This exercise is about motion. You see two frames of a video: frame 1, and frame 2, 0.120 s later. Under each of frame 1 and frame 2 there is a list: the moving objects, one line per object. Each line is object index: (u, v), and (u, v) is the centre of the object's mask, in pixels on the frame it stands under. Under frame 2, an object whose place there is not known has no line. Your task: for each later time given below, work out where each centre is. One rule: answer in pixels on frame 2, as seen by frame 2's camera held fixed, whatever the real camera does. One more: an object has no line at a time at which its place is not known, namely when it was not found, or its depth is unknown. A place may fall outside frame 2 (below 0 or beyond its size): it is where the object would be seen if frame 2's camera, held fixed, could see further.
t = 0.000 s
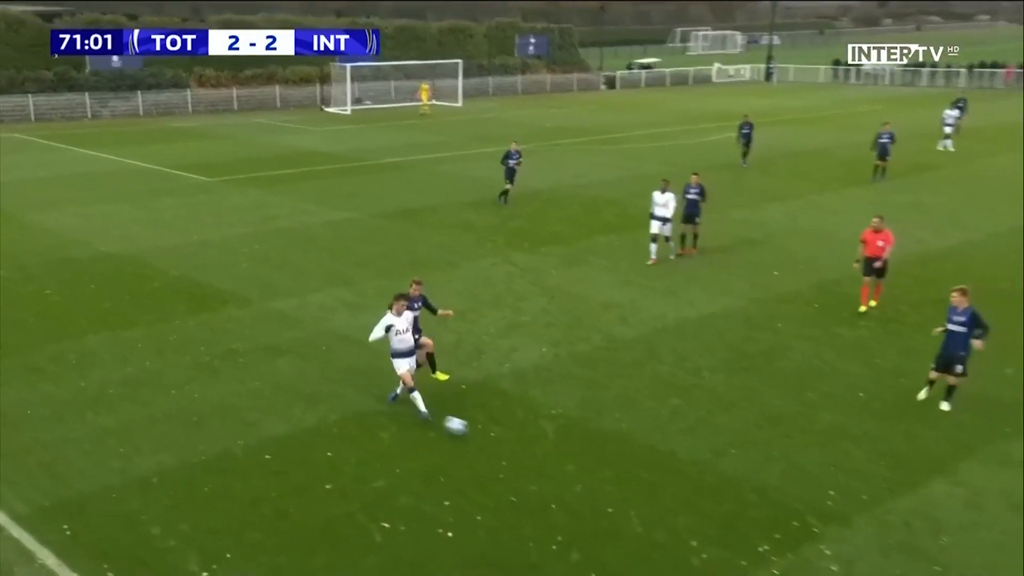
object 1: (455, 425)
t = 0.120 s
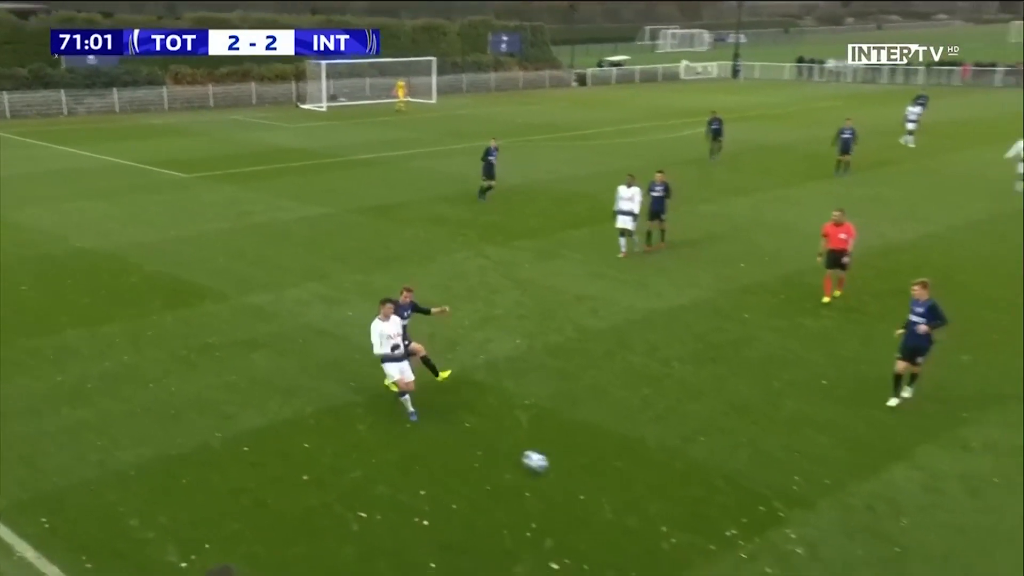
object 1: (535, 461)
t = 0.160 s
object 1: (573, 476)
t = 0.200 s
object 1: (612, 491)
